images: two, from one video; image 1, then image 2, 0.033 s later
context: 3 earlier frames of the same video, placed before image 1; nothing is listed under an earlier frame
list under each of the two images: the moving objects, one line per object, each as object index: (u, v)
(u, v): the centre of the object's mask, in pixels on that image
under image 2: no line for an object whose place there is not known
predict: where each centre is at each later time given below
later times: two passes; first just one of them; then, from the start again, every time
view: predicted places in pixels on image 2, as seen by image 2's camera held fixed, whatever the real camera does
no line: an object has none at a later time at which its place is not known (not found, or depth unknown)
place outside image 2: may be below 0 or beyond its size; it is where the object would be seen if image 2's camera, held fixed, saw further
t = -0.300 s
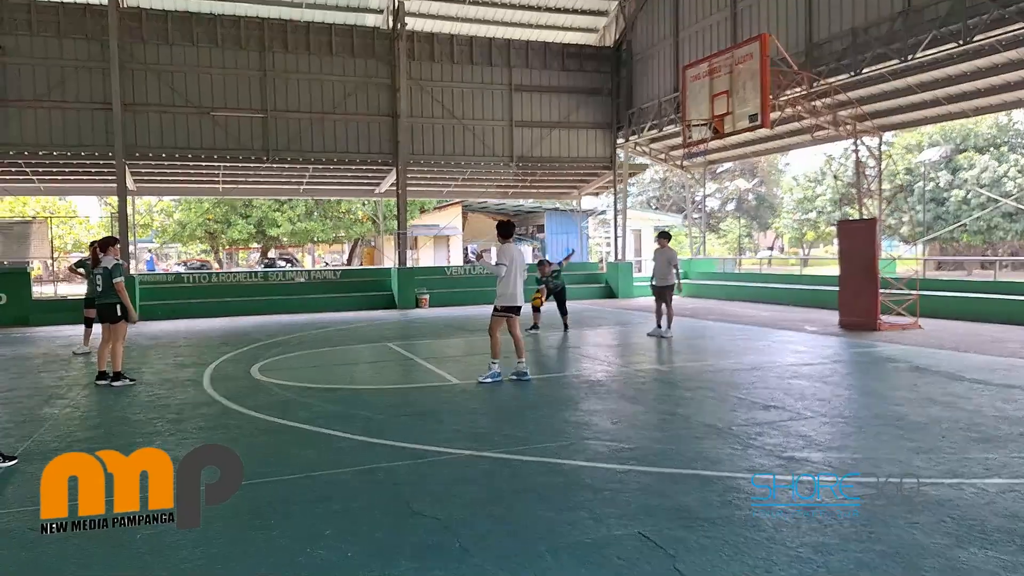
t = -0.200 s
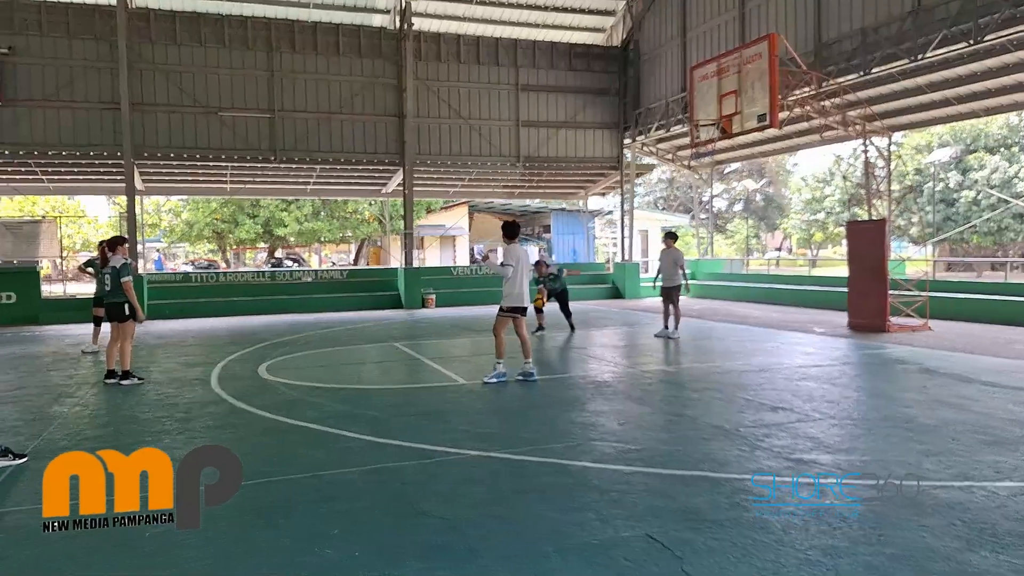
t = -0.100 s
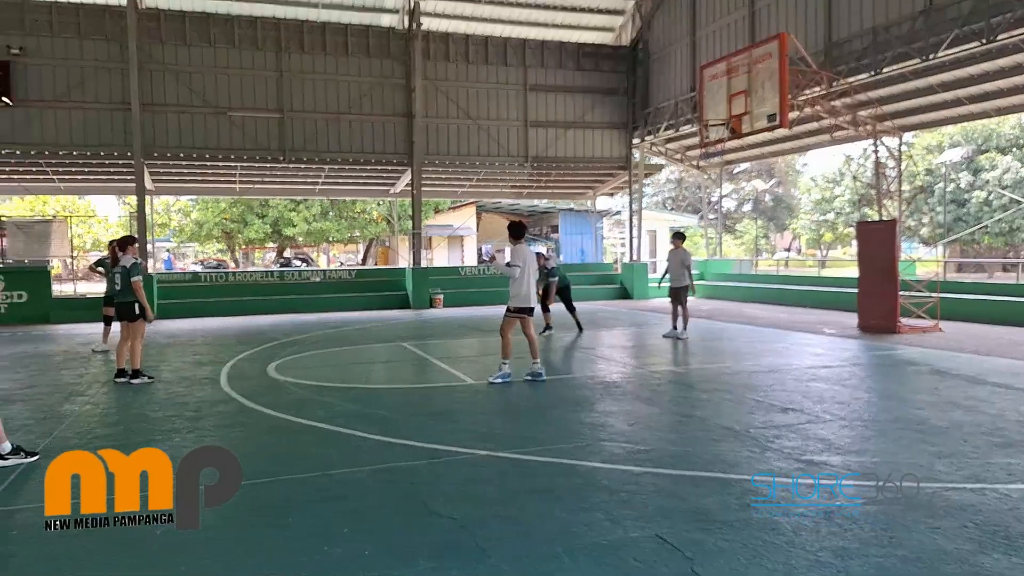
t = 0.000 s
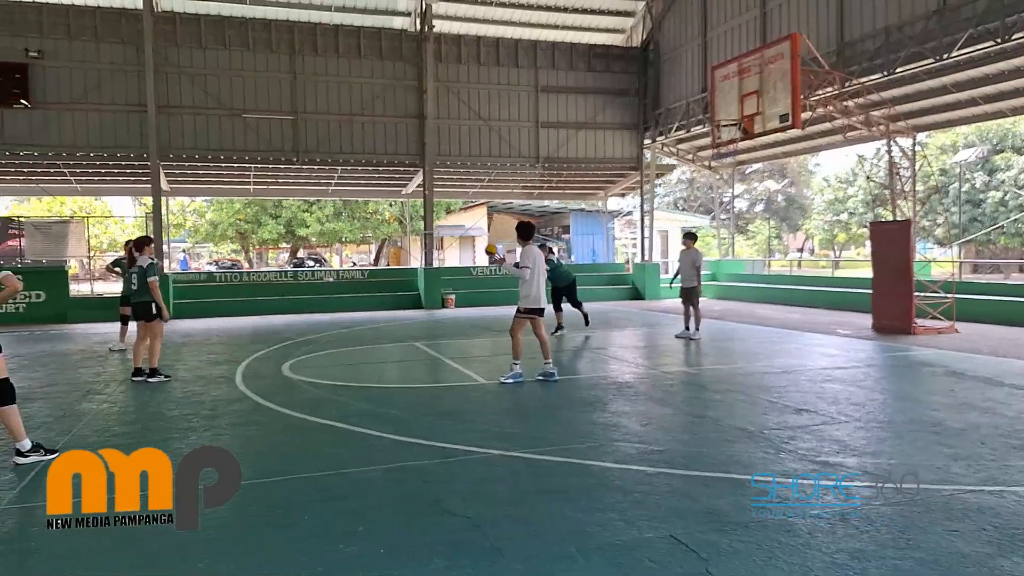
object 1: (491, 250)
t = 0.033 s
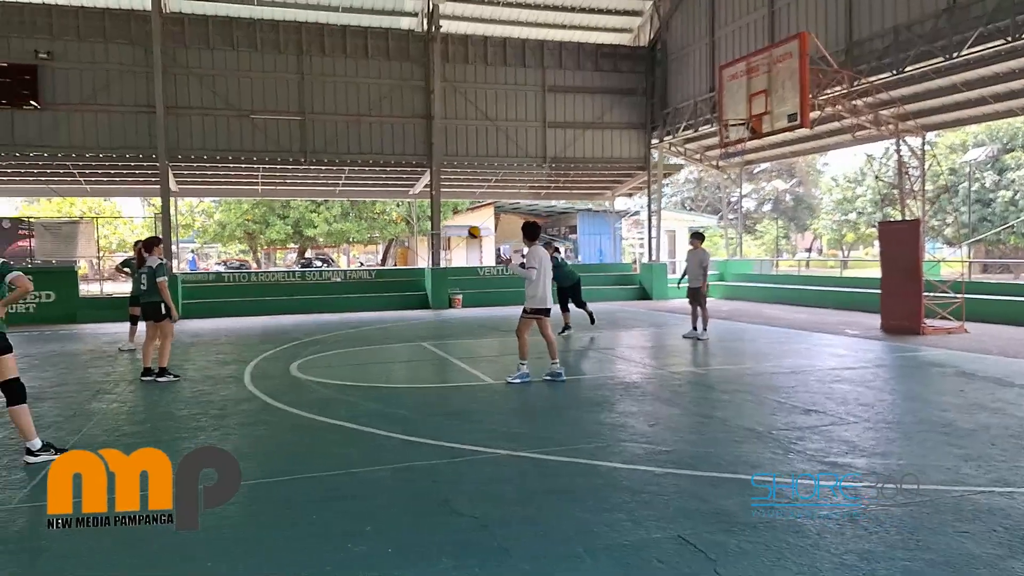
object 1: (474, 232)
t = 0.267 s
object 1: (288, 111)
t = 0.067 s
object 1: (450, 214)
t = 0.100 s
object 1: (425, 197)
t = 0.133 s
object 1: (399, 179)
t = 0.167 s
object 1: (372, 161)
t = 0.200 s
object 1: (345, 144)
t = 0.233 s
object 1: (317, 127)
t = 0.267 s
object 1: (288, 111)
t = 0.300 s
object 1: (258, 95)
